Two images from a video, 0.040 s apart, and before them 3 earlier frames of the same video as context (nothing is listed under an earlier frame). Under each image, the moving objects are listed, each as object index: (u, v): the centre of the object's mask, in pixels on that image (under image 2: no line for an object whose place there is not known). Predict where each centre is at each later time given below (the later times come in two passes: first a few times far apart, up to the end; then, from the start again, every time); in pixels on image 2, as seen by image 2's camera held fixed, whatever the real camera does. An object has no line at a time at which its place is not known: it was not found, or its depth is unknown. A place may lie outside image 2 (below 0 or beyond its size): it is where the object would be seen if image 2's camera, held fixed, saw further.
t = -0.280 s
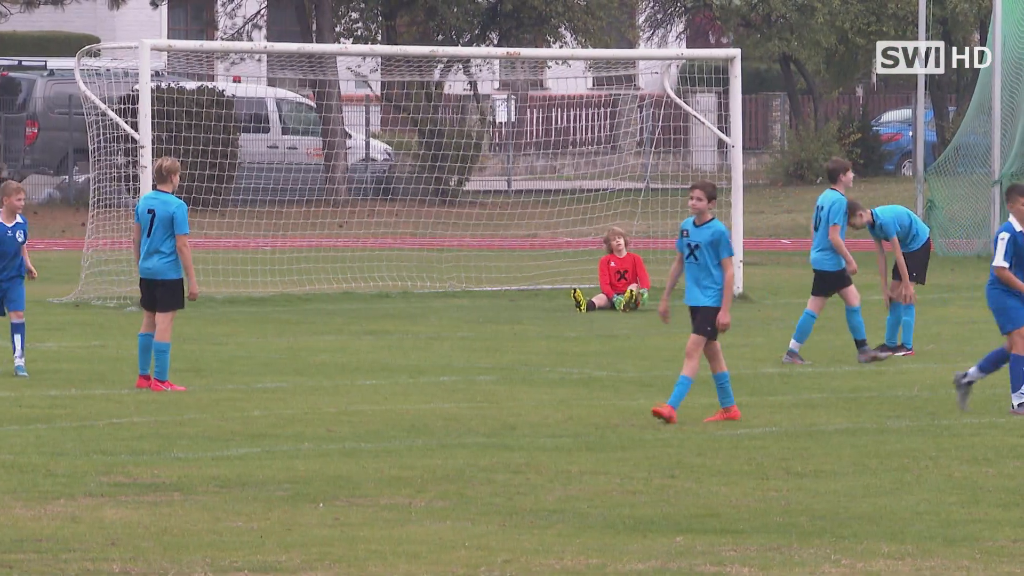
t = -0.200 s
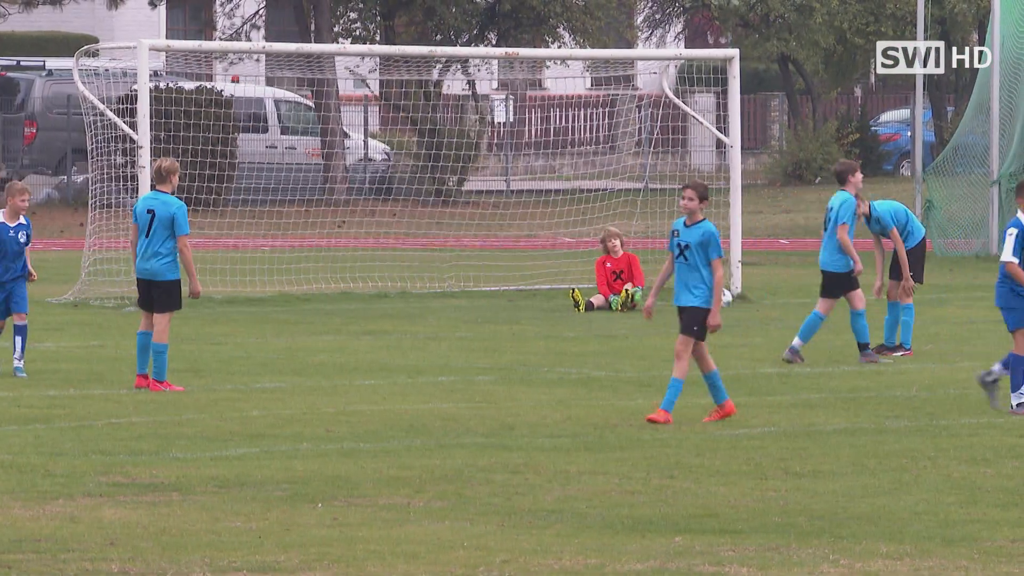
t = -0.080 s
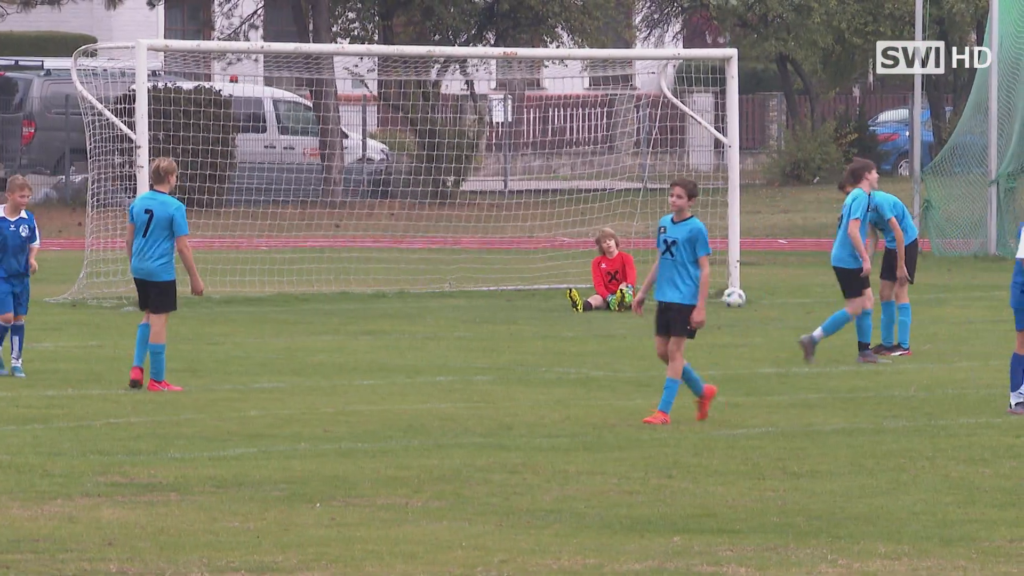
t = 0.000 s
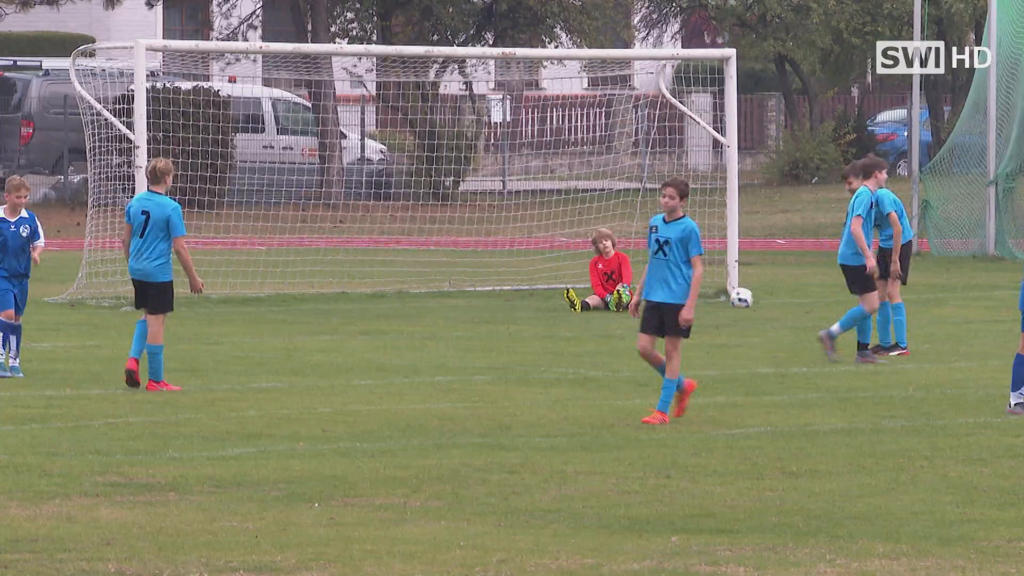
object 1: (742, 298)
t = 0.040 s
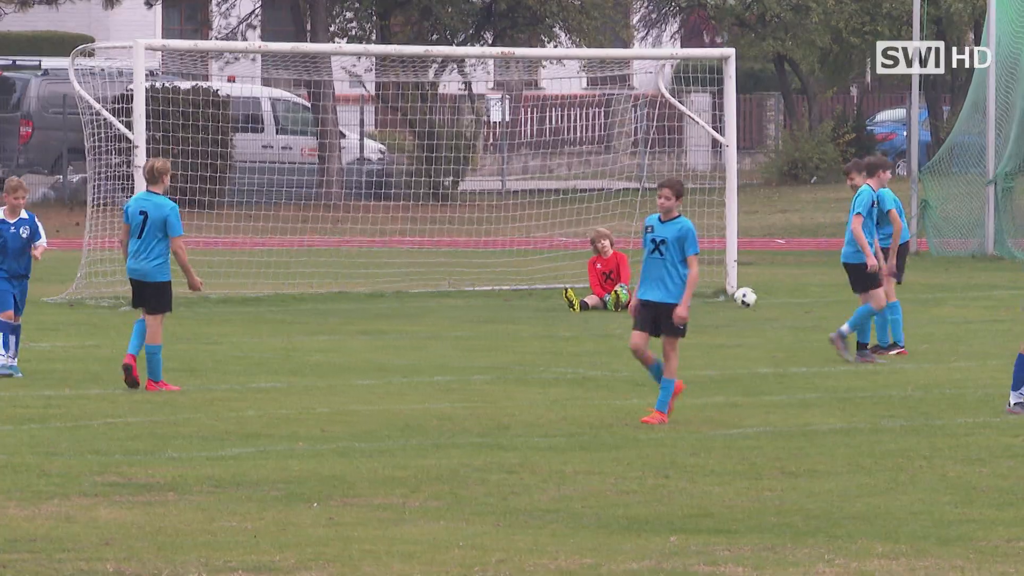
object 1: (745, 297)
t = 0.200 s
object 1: (764, 298)
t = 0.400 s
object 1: (784, 298)
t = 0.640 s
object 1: (805, 298)
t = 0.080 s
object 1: (750, 297)
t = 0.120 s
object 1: (755, 298)
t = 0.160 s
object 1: (759, 298)
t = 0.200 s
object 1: (764, 298)
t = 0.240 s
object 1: (768, 298)
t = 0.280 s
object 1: (772, 298)
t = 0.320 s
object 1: (776, 298)
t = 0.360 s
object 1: (780, 298)
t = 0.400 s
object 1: (784, 298)
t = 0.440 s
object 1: (787, 298)
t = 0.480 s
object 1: (791, 298)
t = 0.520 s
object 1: (794, 298)
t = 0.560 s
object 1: (798, 298)
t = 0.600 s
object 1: (801, 298)
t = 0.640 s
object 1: (805, 298)
